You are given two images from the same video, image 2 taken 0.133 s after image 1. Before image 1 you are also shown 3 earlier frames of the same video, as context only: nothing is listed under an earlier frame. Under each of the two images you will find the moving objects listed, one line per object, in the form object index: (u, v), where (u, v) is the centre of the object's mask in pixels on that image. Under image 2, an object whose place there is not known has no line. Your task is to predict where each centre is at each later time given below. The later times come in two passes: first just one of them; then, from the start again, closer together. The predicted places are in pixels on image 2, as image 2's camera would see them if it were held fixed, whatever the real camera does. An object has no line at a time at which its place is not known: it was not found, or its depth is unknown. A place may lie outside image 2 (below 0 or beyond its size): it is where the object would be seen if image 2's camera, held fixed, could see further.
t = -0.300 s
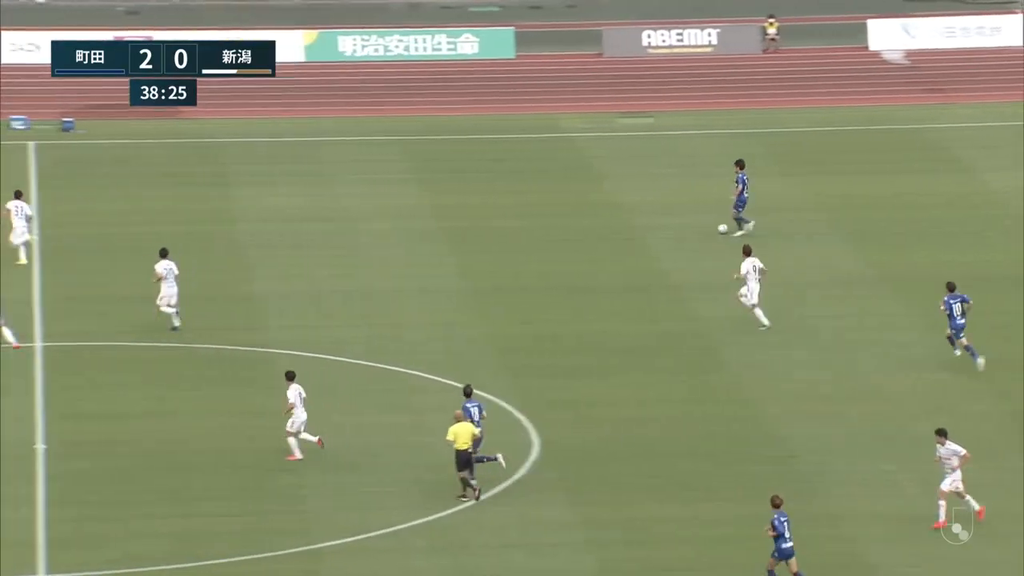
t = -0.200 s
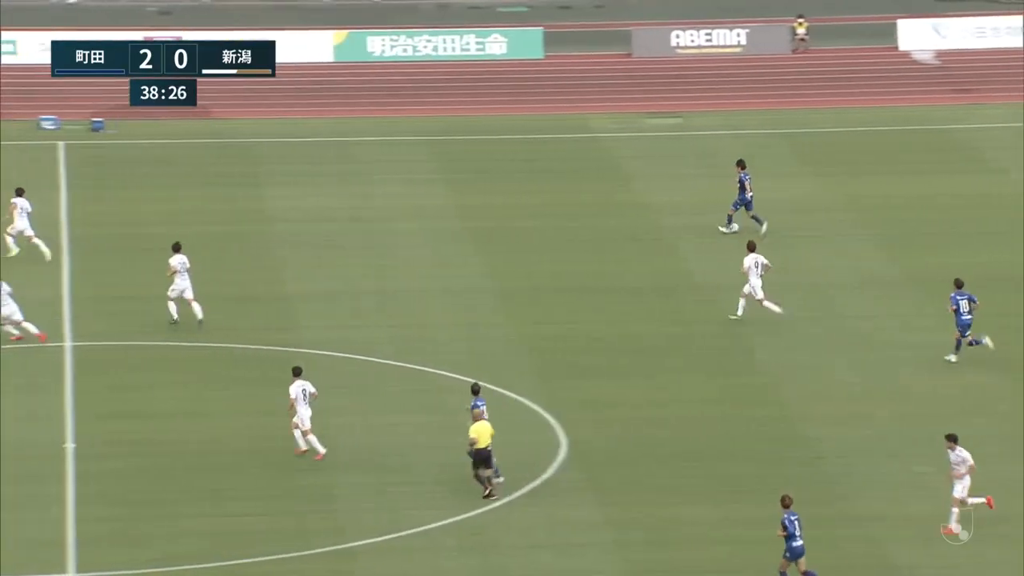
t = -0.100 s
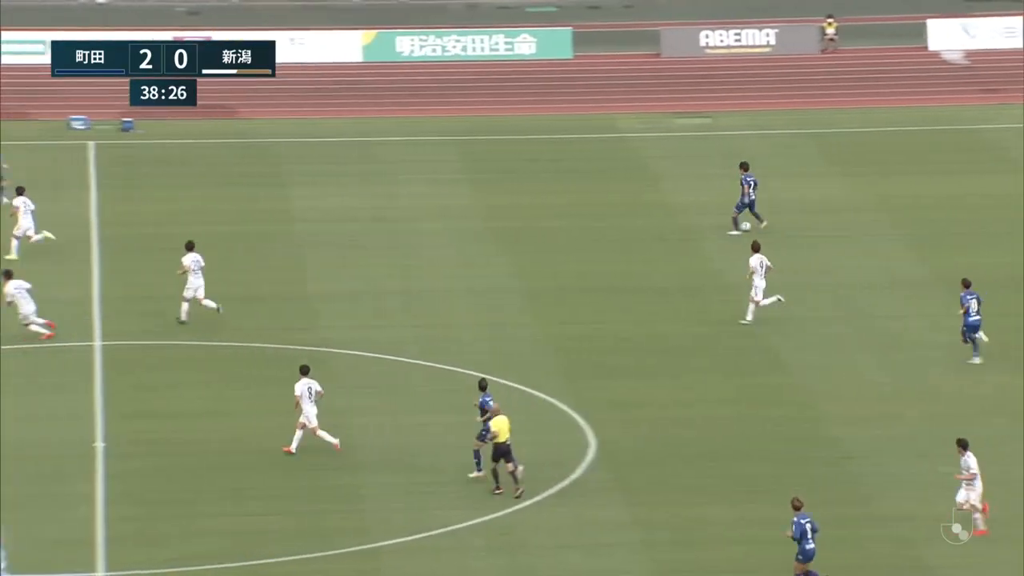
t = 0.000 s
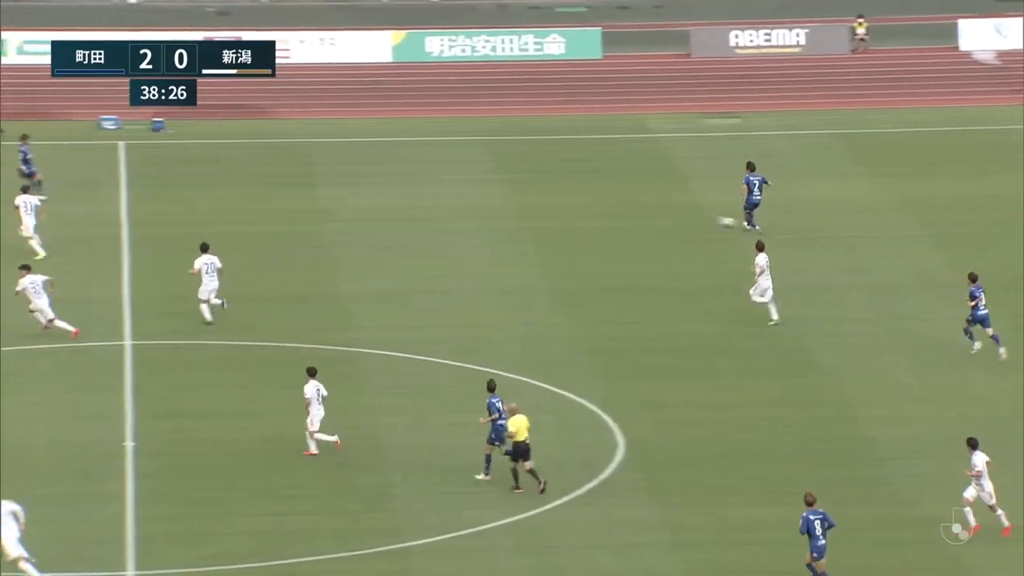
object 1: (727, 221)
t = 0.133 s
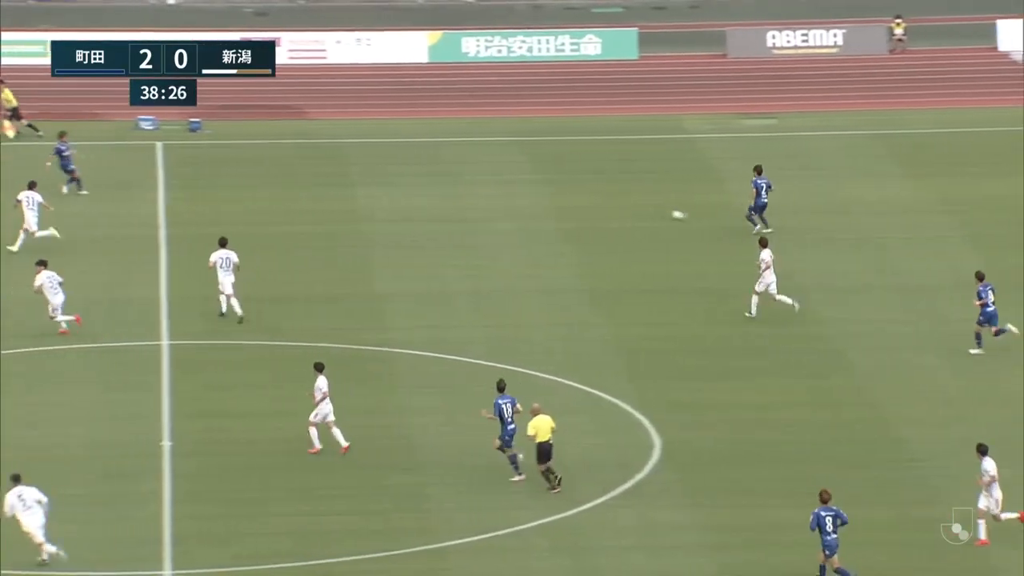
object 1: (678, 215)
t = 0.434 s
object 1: (517, 194)
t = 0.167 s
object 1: (661, 212)
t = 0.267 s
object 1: (603, 206)
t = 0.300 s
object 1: (585, 205)
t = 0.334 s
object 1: (566, 202)
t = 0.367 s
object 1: (550, 199)
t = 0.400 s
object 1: (532, 196)
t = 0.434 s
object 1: (517, 194)
